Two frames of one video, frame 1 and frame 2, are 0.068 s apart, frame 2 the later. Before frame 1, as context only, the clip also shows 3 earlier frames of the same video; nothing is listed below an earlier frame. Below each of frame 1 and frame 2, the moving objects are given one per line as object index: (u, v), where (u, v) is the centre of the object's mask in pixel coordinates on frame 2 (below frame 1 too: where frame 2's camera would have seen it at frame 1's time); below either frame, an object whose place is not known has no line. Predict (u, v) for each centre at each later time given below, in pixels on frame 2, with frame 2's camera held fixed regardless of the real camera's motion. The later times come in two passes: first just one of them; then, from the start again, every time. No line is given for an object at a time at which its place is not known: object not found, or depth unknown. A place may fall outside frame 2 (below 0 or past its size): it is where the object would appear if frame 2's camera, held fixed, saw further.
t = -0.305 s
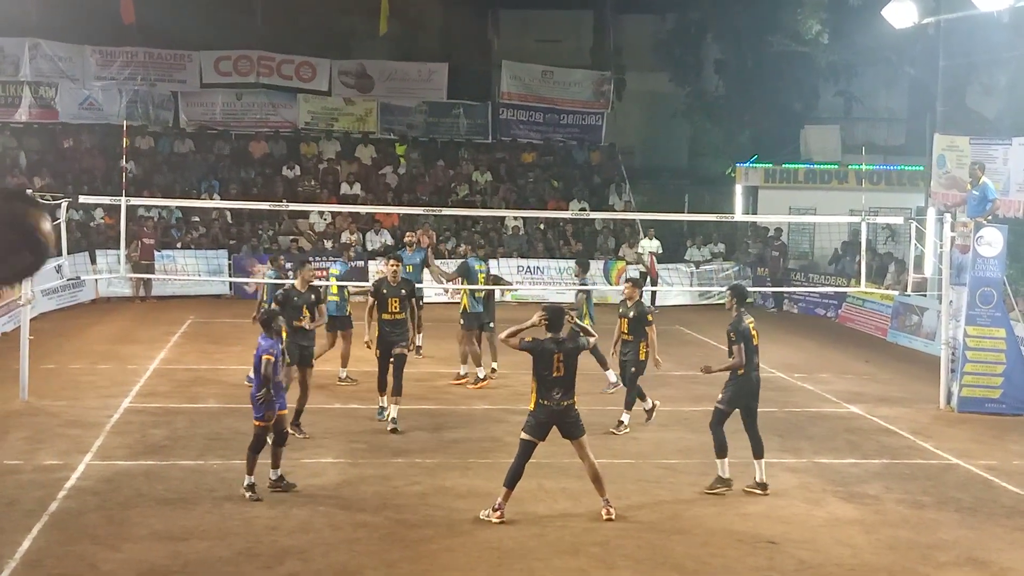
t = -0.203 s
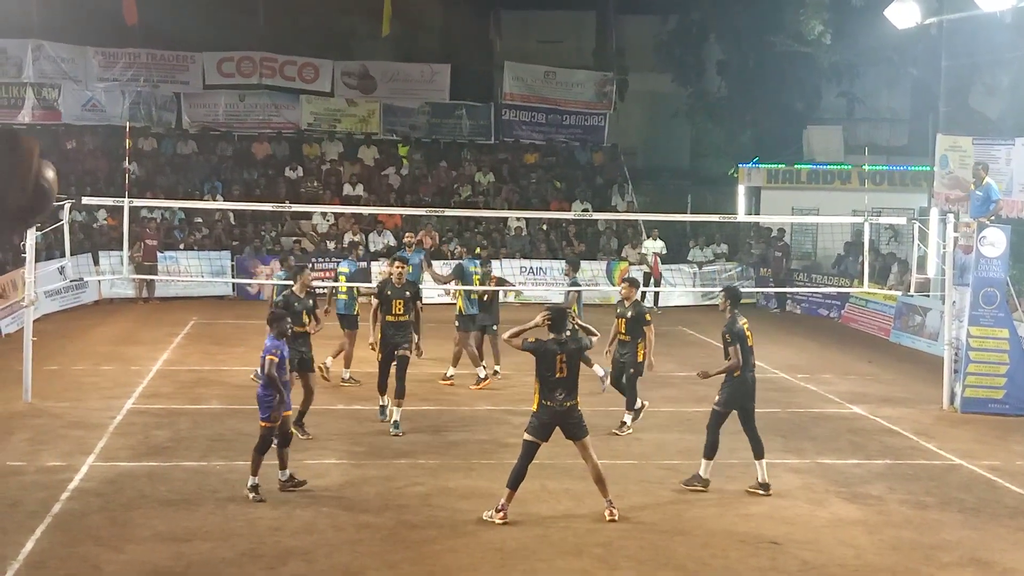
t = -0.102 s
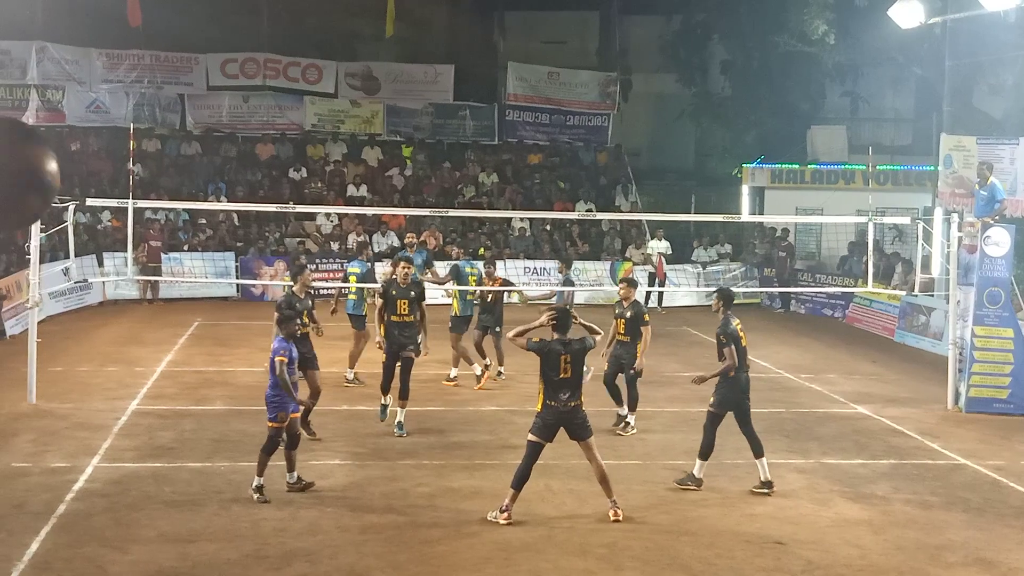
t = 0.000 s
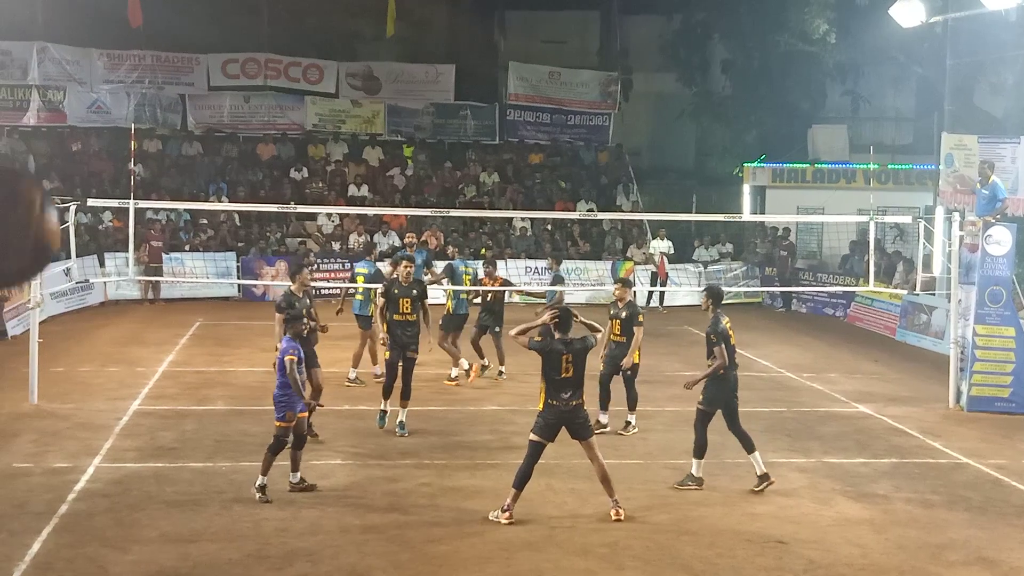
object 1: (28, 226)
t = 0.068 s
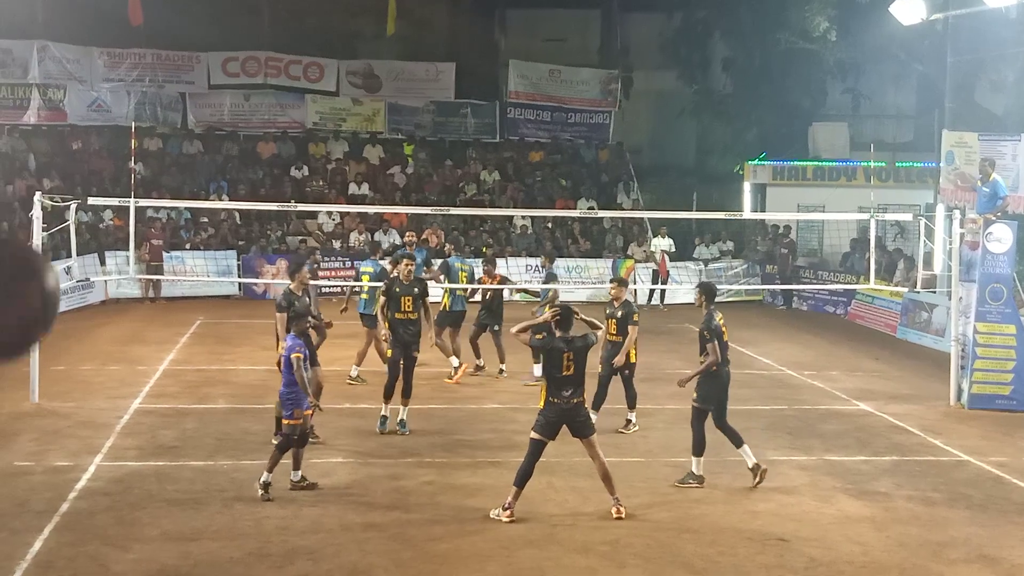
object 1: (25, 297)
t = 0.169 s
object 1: (20, 471)
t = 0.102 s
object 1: (23, 347)
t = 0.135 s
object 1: (21, 406)
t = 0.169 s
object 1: (20, 471)
